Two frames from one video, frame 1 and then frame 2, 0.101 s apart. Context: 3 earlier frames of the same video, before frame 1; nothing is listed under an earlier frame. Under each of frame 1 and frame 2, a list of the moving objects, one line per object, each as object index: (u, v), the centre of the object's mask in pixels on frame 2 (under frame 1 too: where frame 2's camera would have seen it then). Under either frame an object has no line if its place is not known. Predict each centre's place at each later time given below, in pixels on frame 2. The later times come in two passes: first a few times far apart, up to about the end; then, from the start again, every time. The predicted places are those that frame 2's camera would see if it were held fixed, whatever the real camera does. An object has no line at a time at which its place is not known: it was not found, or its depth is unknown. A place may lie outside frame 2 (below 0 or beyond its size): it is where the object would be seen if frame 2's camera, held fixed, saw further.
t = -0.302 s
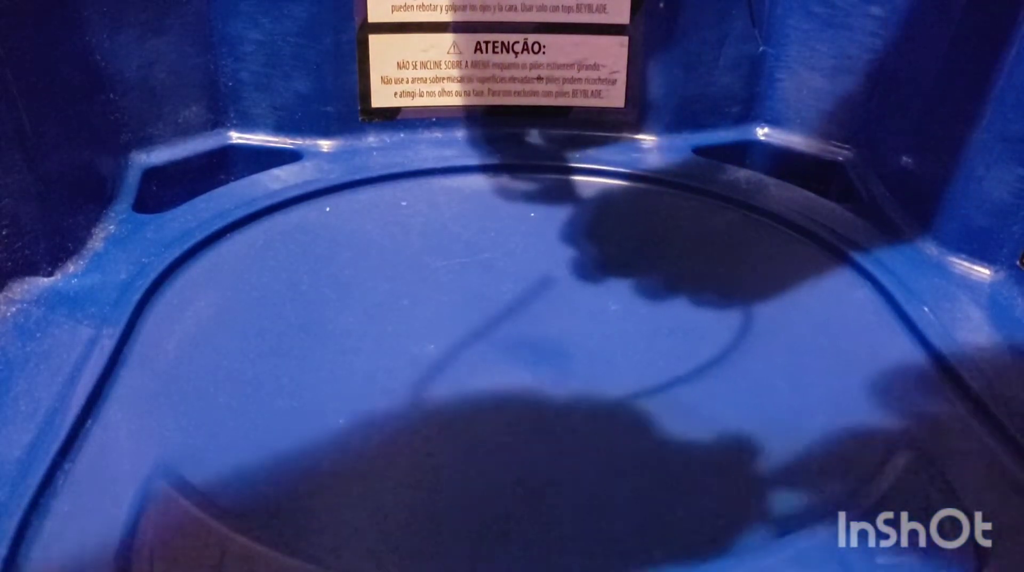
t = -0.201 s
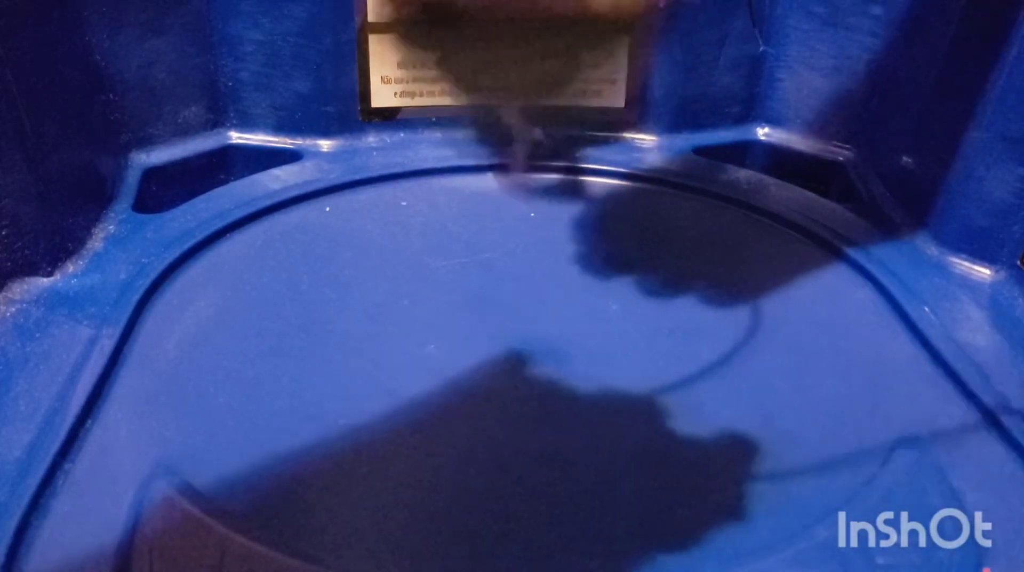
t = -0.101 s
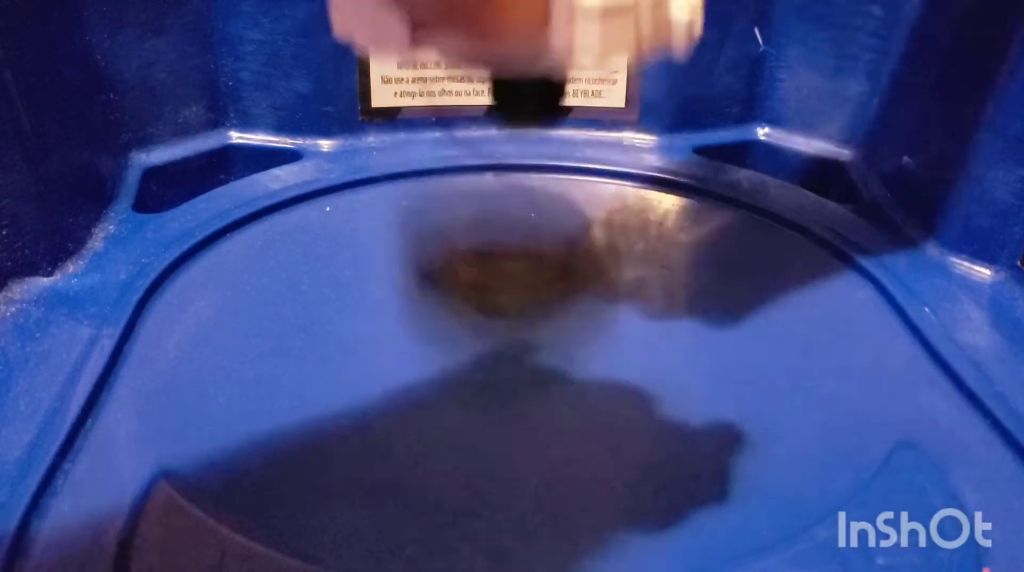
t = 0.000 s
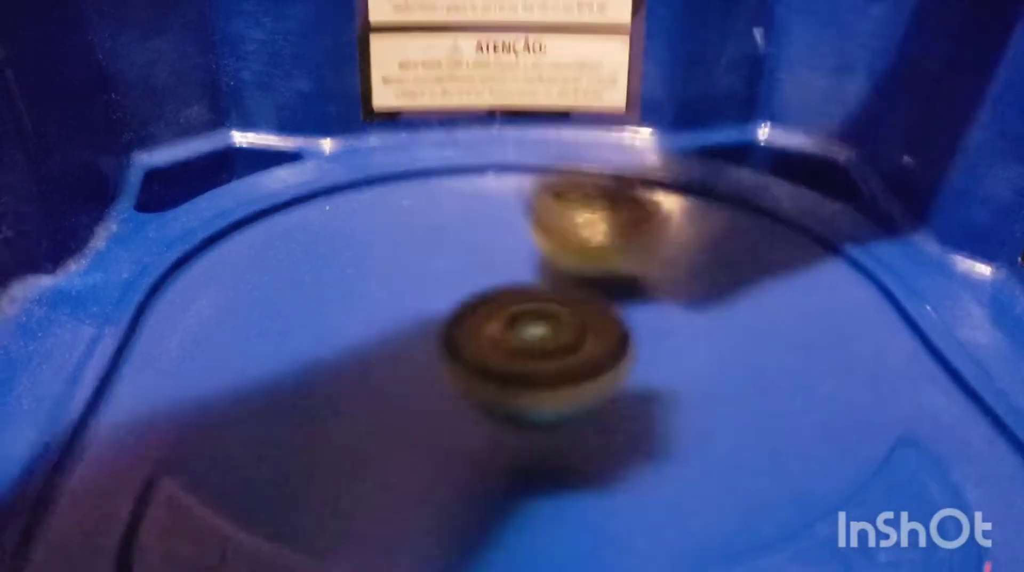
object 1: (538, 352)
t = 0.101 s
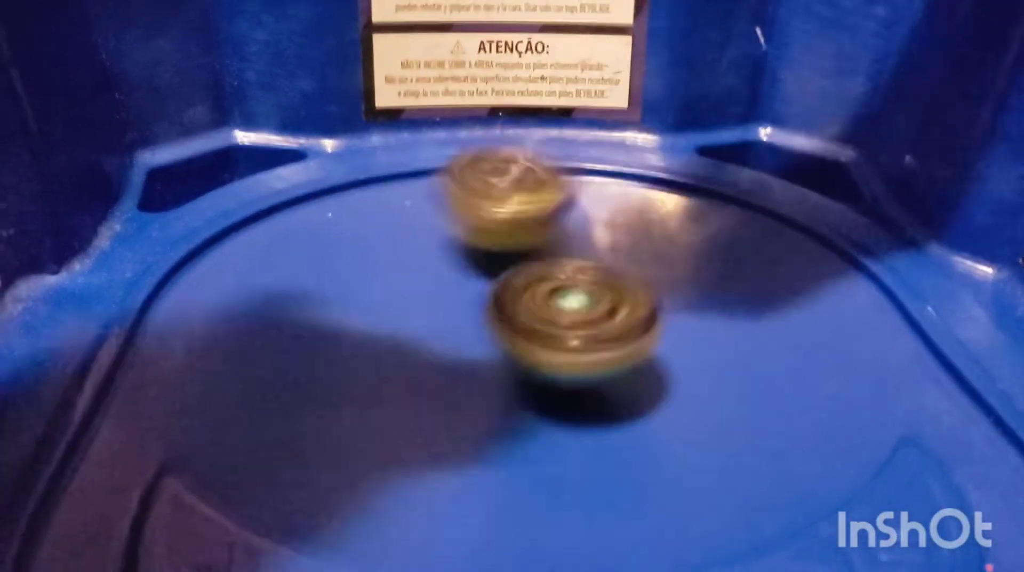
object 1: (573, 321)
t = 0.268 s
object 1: (620, 279)
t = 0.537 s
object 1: (507, 215)
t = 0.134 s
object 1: (588, 311)
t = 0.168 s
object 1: (602, 305)
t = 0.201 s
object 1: (612, 297)
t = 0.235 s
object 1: (618, 289)
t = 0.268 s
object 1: (620, 279)
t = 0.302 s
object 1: (618, 268)
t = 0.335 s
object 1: (610, 258)
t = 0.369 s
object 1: (599, 248)
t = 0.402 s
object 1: (583, 238)
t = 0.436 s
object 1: (567, 231)
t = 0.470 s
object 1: (548, 223)
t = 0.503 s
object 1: (528, 218)
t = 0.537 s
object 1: (507, 215)
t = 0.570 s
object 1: (487, 215)
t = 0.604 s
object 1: (466, 217)
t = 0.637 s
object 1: (445, 220)
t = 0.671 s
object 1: (430, 226)
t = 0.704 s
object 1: (417, 233)
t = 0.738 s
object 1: (407, 243)
